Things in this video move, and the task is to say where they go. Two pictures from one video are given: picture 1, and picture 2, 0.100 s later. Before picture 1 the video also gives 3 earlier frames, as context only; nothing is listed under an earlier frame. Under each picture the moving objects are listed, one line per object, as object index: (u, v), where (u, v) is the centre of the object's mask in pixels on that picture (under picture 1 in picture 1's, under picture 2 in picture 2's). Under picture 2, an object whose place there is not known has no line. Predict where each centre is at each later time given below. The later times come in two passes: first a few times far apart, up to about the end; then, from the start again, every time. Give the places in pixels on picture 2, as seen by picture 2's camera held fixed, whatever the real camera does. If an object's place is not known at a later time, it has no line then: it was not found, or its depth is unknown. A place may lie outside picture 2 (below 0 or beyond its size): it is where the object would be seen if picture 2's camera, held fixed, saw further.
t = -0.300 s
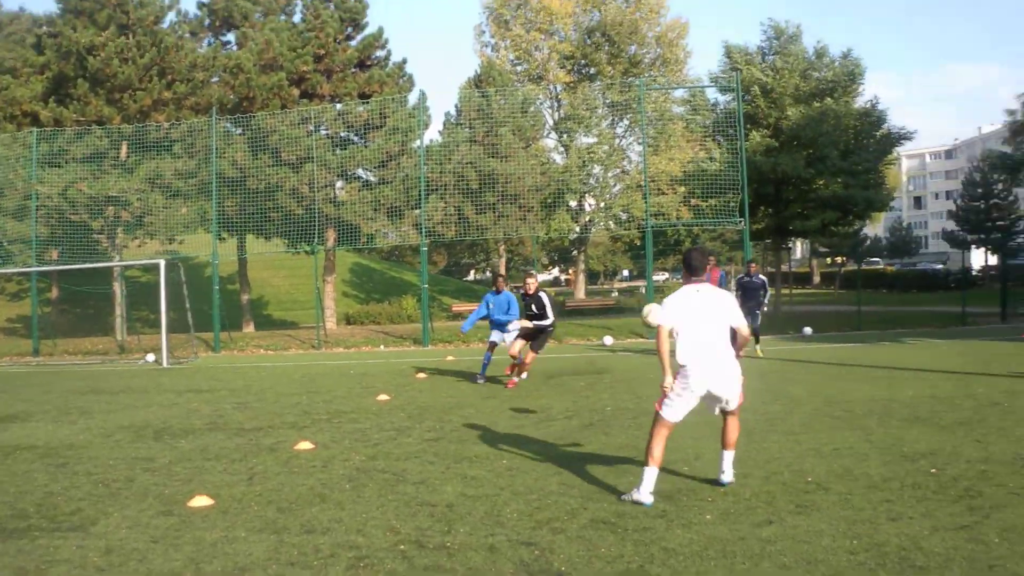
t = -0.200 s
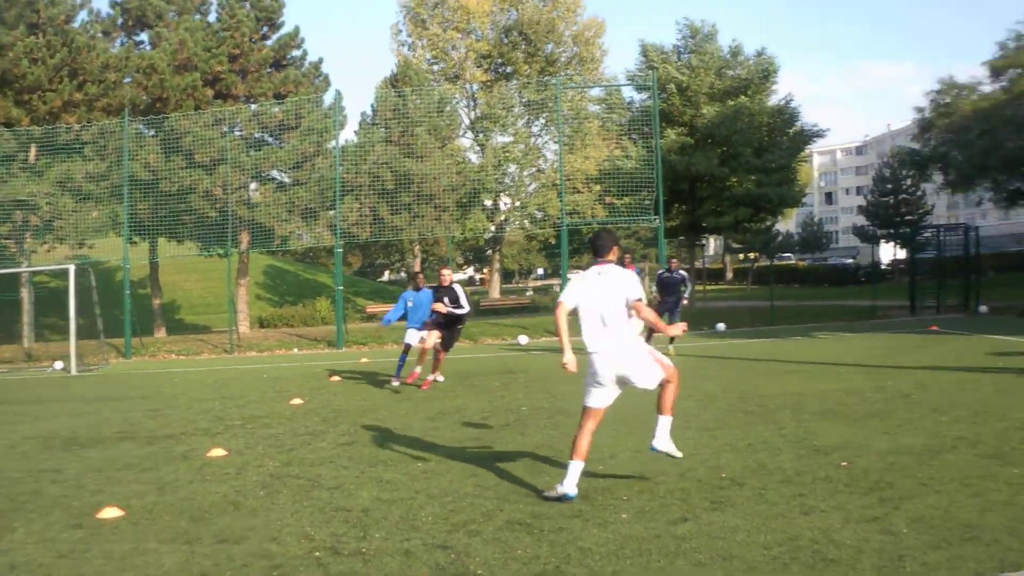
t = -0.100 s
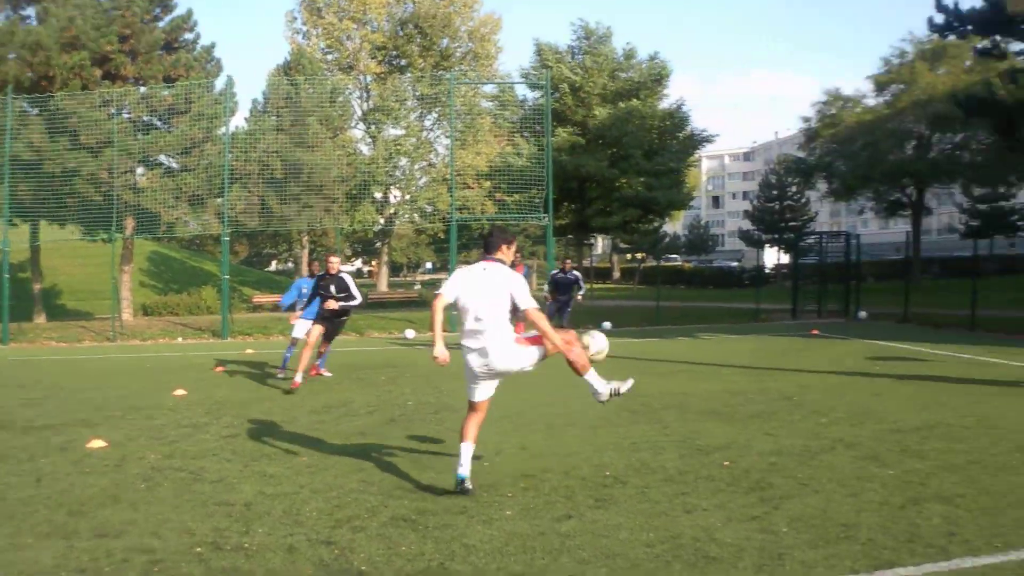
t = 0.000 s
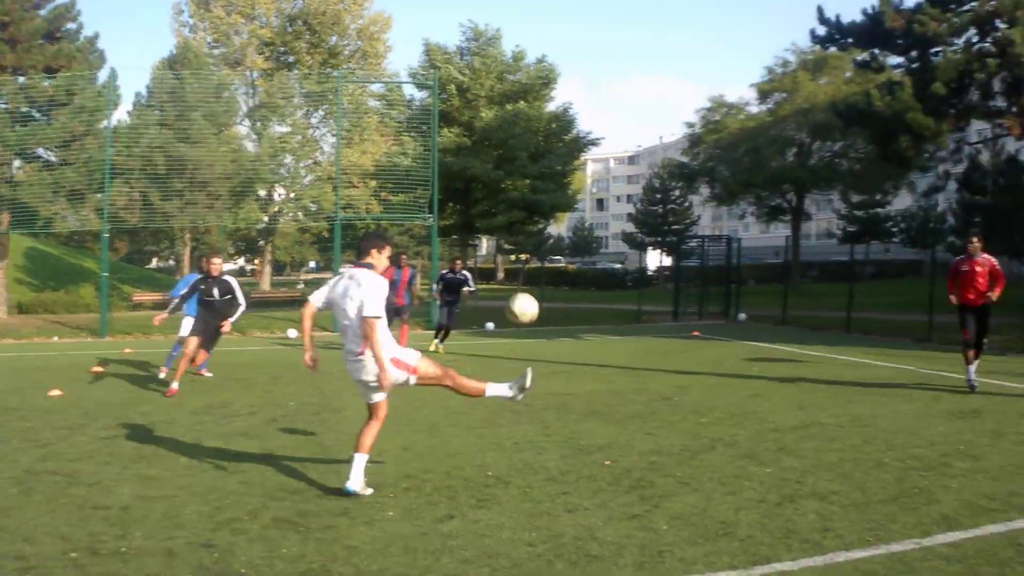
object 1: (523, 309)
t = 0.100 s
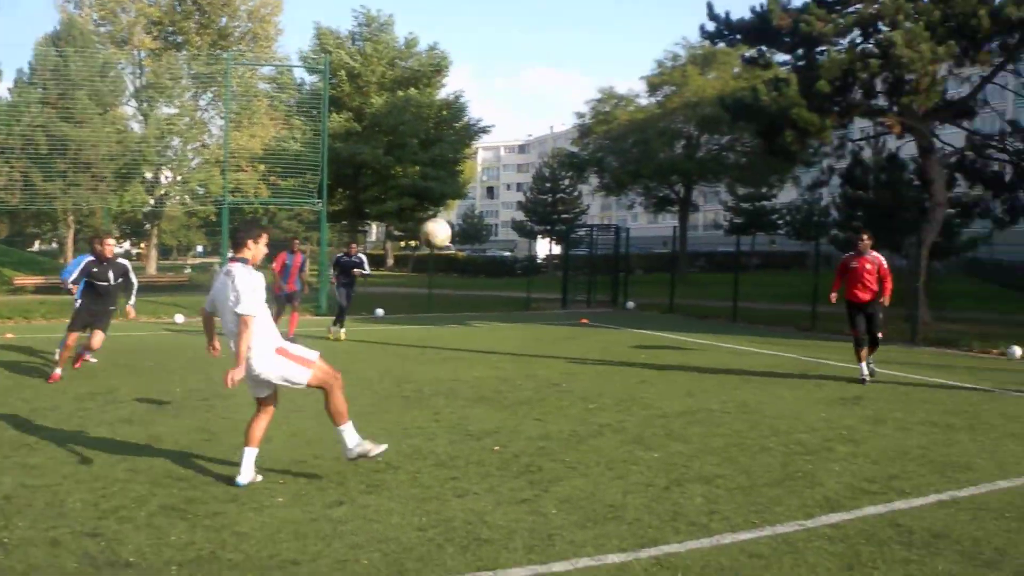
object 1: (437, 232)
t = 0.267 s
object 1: (471, 170)
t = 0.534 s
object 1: (519, 153)
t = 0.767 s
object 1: (555, 203)
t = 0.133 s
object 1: (444, 216)
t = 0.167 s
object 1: (450, 202)
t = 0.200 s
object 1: (457, 190)
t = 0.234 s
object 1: (465, 178)
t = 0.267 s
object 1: (471, 170)
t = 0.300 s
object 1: (477, 162)
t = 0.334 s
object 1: (483, 157)
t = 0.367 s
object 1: (490, 153)
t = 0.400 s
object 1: (495, 152)
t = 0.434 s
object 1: (501, 150)
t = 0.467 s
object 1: (507, 150)
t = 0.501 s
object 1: (515, 151)
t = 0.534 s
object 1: (519, 153)
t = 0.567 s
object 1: (525, 156)
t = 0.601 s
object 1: (531, 162)
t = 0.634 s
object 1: (537, 168)
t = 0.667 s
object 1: (541, 174)
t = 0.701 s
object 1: (545, 183)
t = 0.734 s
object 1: (551, 192)
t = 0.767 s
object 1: (555, 203)
